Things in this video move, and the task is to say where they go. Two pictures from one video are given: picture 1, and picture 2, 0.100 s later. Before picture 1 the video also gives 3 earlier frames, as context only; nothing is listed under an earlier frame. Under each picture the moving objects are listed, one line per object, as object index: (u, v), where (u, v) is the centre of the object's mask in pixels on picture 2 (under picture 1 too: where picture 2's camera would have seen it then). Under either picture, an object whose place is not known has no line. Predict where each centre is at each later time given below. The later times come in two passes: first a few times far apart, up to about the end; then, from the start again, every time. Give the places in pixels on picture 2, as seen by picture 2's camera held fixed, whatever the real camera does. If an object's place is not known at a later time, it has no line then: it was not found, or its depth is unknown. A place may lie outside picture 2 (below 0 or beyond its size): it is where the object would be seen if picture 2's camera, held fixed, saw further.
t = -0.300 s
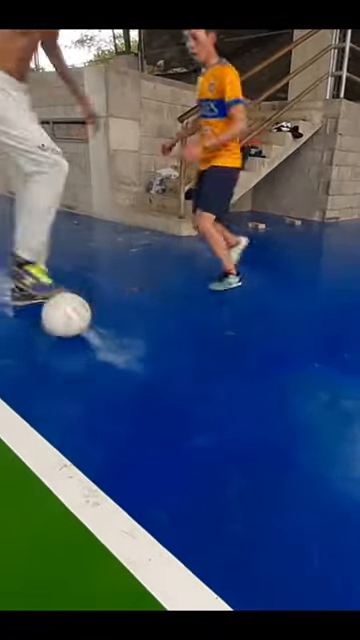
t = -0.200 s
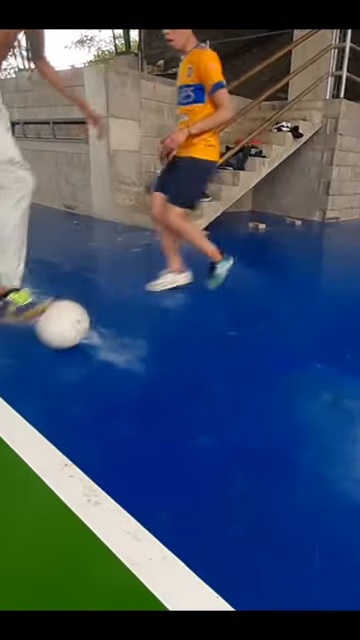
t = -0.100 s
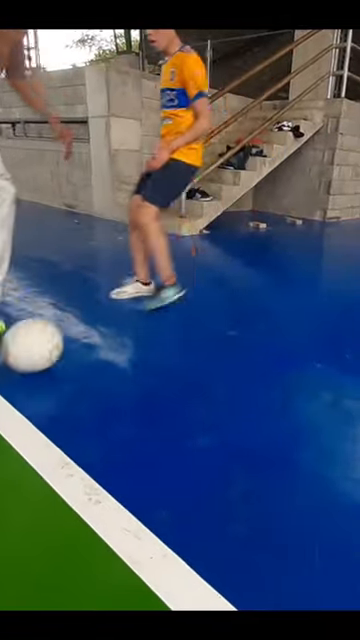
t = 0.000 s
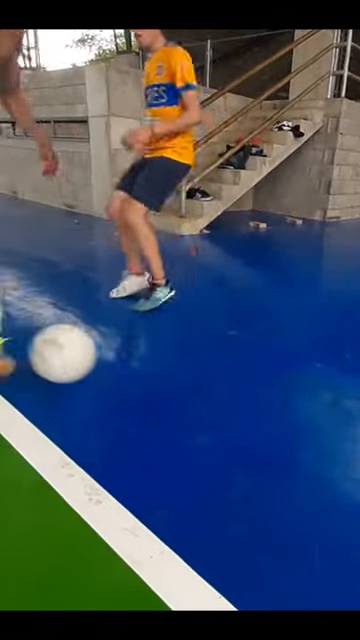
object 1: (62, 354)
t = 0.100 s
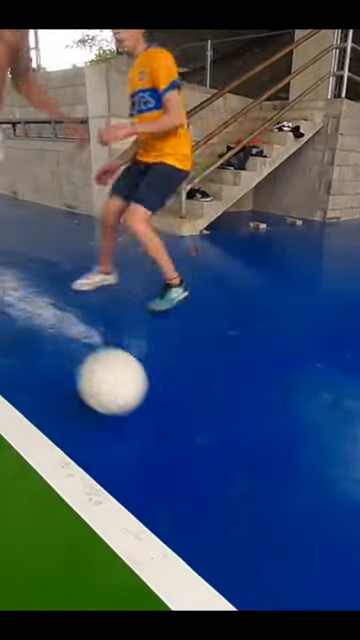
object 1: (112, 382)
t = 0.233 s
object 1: (176, 413)
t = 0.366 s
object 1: (252, 448)
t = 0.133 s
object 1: (128, 391)
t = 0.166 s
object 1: (143, 395)
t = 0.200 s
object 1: (159, 402)
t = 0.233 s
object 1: (176, 413)
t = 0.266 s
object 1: (194, 422)
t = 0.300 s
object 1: (212, 428)
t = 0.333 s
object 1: (231, 439)
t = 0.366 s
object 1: (252, 448)
